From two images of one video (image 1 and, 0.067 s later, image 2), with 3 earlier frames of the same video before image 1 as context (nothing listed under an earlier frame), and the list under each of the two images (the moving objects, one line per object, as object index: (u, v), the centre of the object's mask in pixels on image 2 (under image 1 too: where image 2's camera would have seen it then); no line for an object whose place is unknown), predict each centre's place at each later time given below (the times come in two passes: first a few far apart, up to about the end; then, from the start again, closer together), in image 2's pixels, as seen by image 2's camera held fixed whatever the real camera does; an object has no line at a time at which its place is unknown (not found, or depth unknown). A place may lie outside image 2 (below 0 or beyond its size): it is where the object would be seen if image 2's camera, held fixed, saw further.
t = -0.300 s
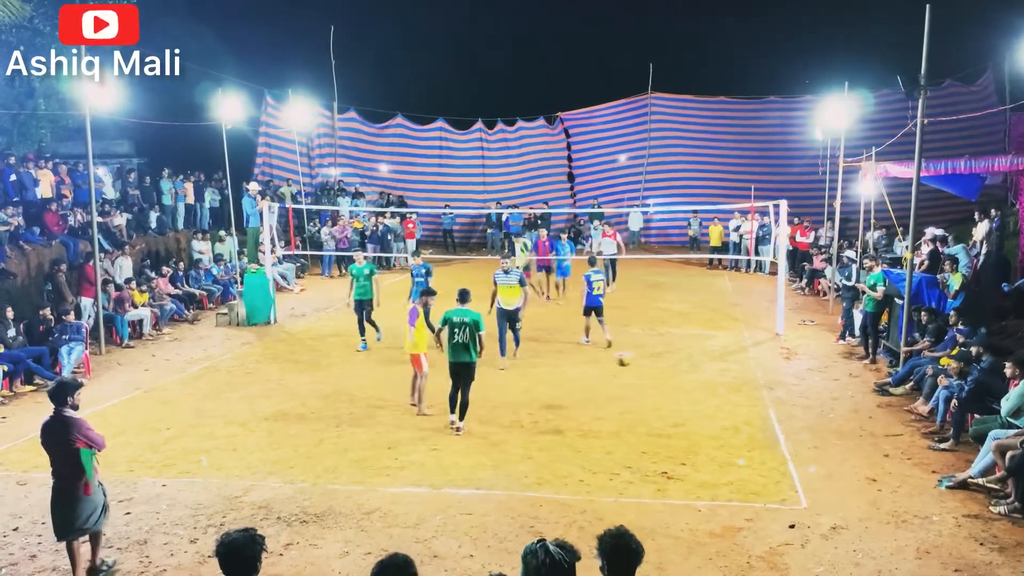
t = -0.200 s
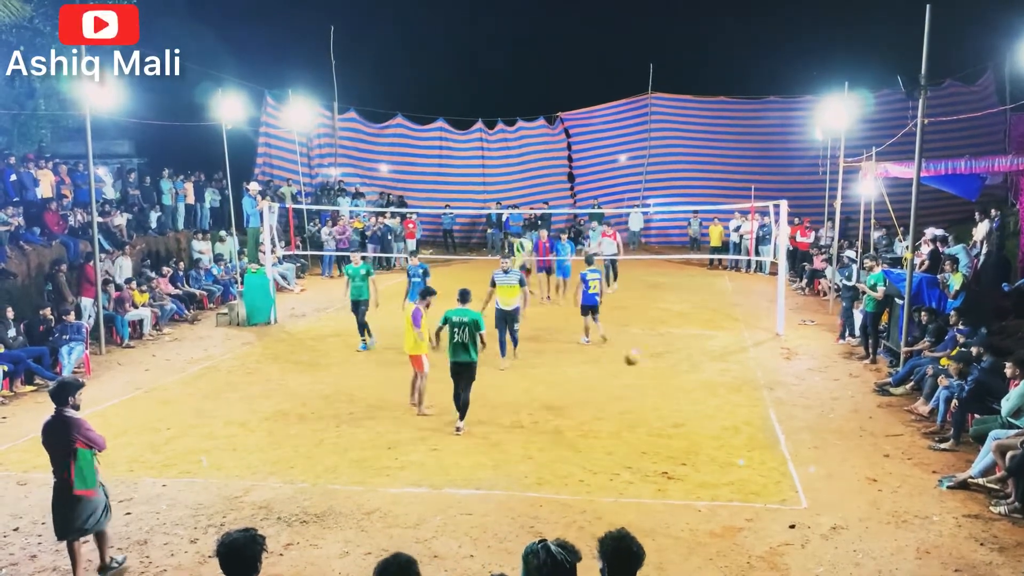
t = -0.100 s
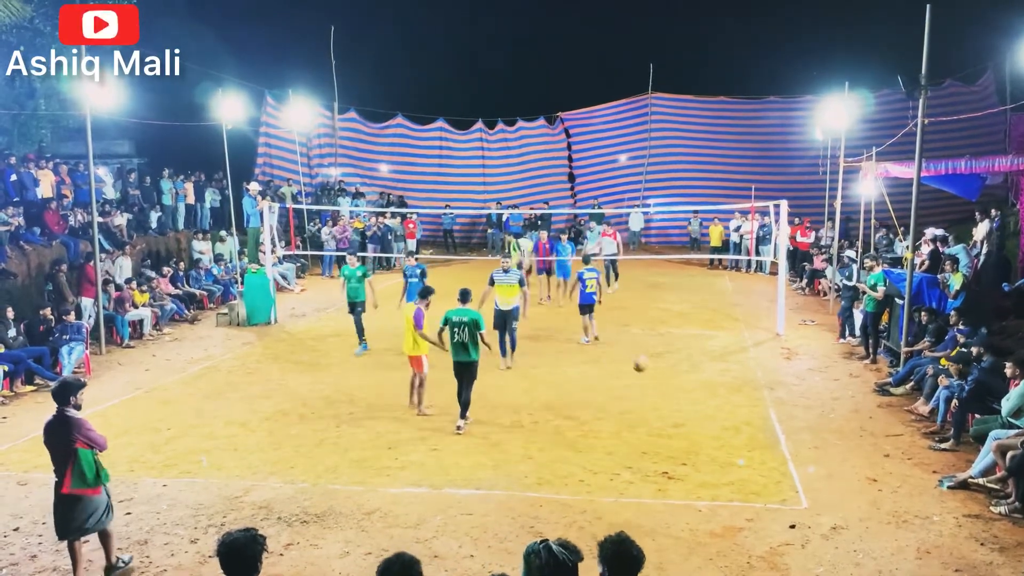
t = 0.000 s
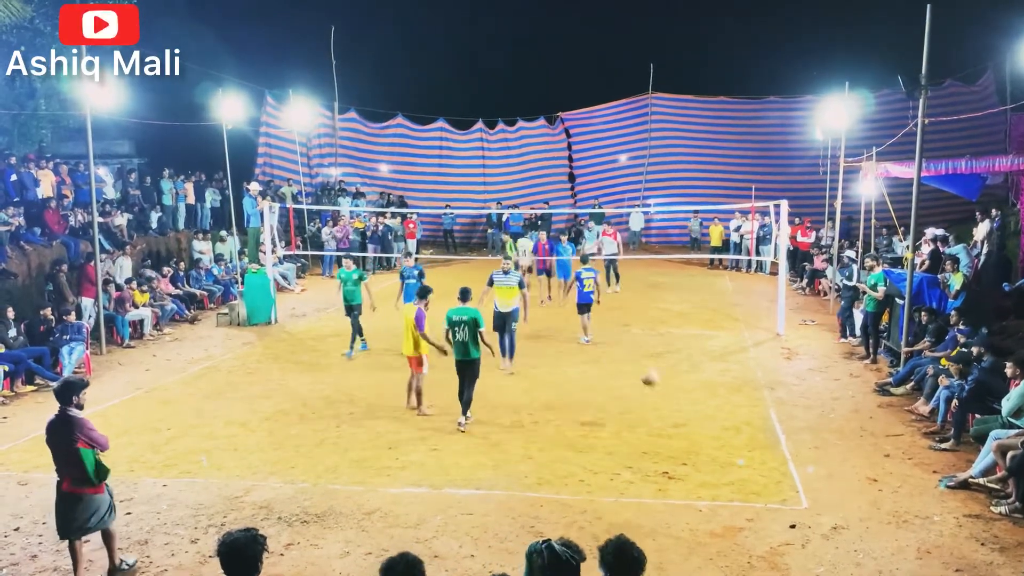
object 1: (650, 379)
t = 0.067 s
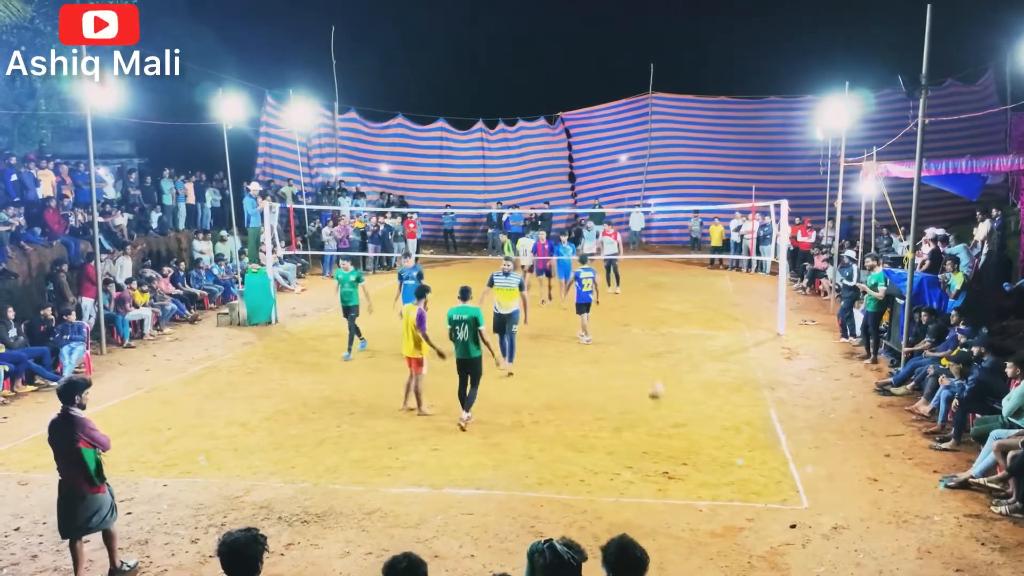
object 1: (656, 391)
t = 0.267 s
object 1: (676, 420)
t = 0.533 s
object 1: (702, 401)
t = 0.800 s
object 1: (733, 444)
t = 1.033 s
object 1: (760, 444)
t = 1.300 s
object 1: (793, 456)
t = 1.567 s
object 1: (823, 482)
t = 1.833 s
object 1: (842, 486)
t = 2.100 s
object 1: (868, 521)
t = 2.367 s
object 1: (905, 540)
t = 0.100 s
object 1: (659, 402)
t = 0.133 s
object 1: (663, 409)
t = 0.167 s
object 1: (665, 419)
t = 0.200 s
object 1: (668, 432)
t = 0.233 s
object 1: (672, 426)
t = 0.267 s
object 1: (676, 420)
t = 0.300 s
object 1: (679, 415)
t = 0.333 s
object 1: (682, 409)
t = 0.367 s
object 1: (685, 406)
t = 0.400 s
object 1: (689, 403)
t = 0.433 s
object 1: (692, 401)
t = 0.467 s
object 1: (695, 400)
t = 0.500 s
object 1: (699, 401)
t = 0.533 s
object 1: (702, 401)
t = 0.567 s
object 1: (706, 403)
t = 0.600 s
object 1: (710, 405)
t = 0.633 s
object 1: (714, 410)
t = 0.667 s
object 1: (717, 414)
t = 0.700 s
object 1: (721, 420)
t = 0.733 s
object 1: (726, 426)
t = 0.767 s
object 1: (728, 434)
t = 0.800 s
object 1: (733, 444)
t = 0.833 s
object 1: (737, 453)
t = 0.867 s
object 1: (740, 464)
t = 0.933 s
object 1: (748, 457)
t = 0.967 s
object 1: (753, 452)
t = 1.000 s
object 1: (757, 449)
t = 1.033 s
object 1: (760, 444)
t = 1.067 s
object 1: (764, 443)
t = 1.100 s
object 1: (767, 442)
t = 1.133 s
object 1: (772, 441)
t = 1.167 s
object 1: (776, 443)
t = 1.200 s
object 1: (781, 445)
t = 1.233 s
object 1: (785, 447)
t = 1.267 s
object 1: (789, 450)
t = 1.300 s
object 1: (793, 456)
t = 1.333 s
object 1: (798, 463)
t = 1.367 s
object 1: (802, 470)
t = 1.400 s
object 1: (805, 479)
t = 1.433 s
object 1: (809, 489)
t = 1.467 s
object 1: (815, 498)
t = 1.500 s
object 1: (817, 493)
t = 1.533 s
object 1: (820, 489)
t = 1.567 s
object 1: (823, 482)
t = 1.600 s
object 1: (825, 479)
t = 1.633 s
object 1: (828, 476)
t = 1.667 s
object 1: (830, 476)
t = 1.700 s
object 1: (833, 475)
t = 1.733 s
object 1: (835, 476)
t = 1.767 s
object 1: (838, 479)
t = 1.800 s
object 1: (840, 480)
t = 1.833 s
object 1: (842, 486)
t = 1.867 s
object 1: (845, 491)
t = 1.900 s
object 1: (848, 498)
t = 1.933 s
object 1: (850, 506)
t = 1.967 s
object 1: (853, 517)
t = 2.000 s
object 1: (856, 527)
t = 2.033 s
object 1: (859, 529)
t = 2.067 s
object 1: (864, 525)
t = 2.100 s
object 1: (868, 521)
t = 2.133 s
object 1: (872, 519)
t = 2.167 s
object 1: (877, 517)
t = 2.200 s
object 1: (882, 518)
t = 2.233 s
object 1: (887, 520)
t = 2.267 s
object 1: (891, 522)
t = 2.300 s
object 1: (897, 527)
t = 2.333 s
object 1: (899, 531)
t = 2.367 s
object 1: (905, 540)
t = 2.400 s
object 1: (909, 547)
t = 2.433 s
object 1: (914, 557)
